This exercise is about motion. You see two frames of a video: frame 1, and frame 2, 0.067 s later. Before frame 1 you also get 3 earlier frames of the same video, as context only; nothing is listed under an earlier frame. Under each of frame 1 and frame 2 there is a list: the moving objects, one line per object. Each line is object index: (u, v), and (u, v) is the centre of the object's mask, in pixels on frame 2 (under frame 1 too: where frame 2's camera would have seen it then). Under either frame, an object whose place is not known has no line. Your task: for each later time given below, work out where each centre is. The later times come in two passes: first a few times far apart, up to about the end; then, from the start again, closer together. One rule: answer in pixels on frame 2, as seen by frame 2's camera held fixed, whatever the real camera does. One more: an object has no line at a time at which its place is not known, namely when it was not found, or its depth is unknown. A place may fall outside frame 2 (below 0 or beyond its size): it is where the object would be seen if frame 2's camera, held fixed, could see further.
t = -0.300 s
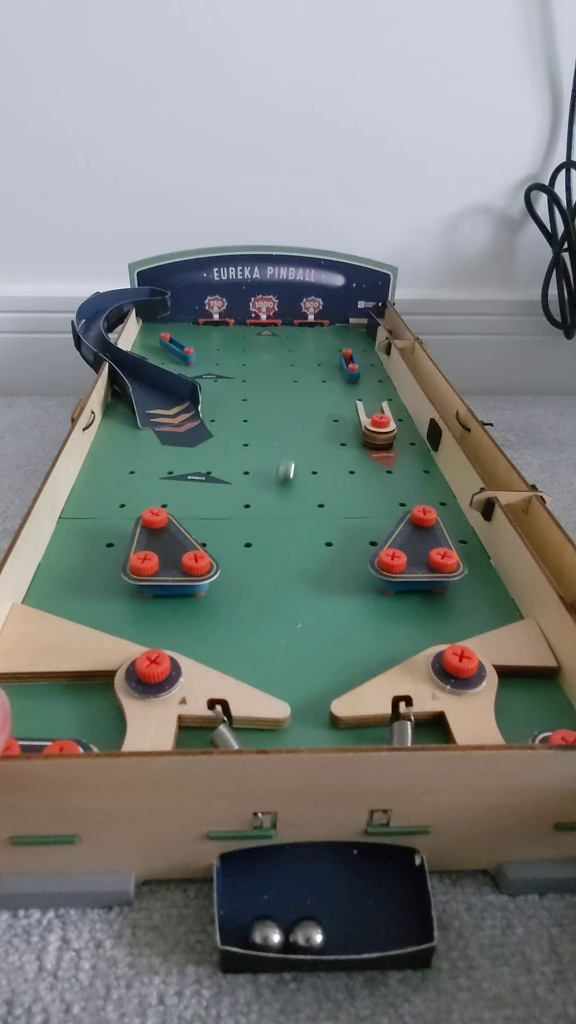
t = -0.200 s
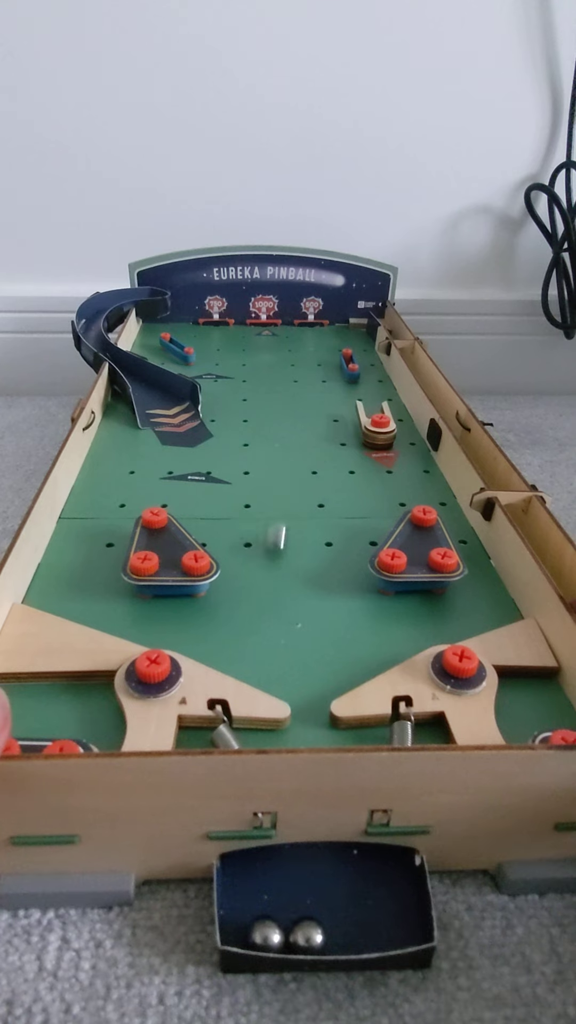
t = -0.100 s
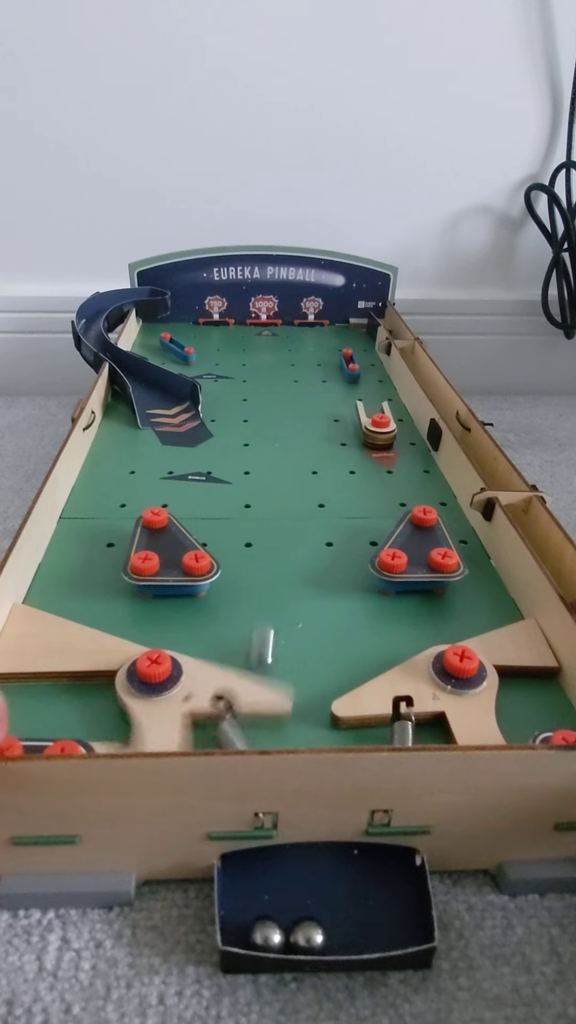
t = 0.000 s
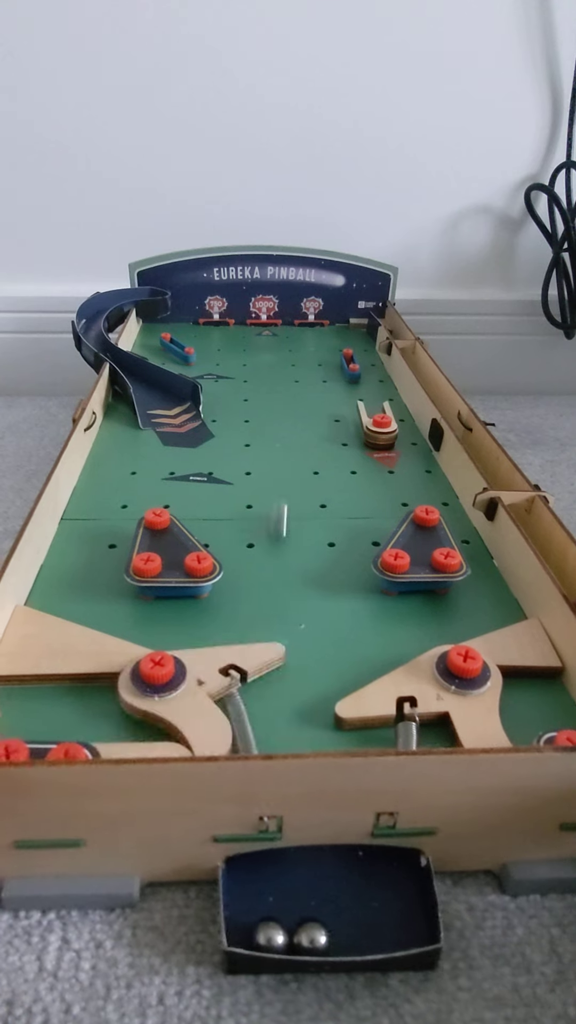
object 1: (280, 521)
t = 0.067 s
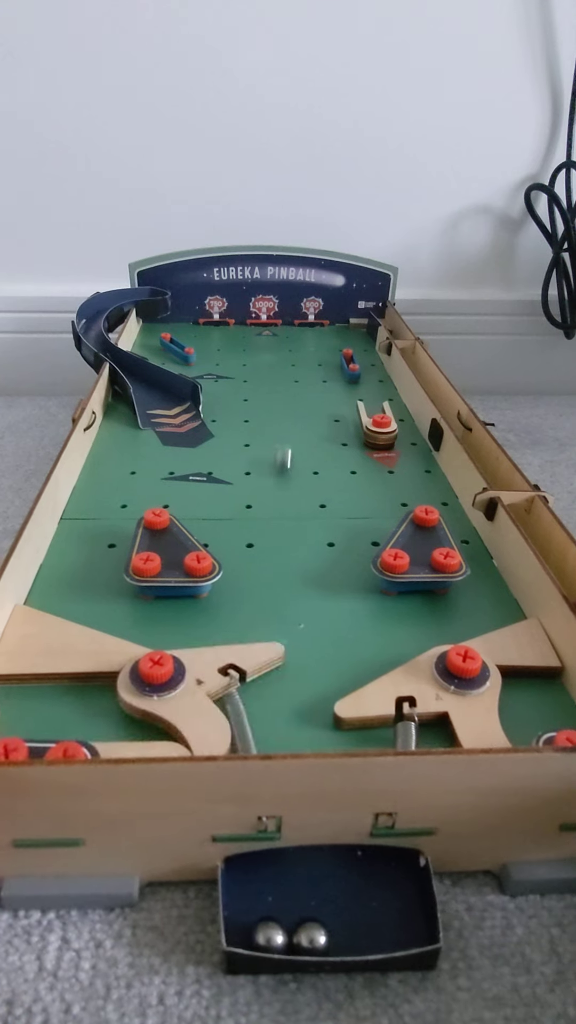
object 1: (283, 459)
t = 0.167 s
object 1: (290, 410)
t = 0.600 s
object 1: (309, 334)
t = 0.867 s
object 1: (323, 331)
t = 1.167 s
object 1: (354, 347)
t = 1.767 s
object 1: (385, 387)
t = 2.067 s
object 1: (410, 441)
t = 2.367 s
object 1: (497, 572)
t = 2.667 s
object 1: (424, 620)
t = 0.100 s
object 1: (286, 439)
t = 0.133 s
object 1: (288, 423)
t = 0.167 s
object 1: (290, 410)
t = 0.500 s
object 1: (305, 341)
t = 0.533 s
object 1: (306, 338)
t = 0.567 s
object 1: (308, 336)
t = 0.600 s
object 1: (309, 334)
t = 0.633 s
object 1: (311, 332)
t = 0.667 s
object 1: (313, 330)
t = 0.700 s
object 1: (314, 330)
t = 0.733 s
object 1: (316, 329)
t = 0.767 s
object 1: (317, 329)
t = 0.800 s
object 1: (318, 329)
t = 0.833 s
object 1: (321, 330)
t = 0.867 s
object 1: (323, 331)
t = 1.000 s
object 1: (333, 340)
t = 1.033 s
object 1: (336, 343)
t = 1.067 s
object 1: (339, 345)
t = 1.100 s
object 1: (341, 348)
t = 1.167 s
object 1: (354, 347)
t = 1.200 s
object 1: (359, 348)
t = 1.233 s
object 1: (363, 347)
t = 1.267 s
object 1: (368, 346)
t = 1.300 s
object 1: (370, 346)
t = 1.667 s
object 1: (378, 368)
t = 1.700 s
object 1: (380, 375)
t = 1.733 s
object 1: (382, 380)
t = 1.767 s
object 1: (385, 387)
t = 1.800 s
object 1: (387, 393)
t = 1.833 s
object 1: (392, 401)
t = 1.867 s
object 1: (403, 409)
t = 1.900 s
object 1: (402, 411)
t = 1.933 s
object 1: (402, 415)
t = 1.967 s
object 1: (403, 419)
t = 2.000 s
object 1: (405, 426)
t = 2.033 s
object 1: (408, 433)
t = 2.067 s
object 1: (410, 441)
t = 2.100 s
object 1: (414, 448)
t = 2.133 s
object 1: (416, 459)
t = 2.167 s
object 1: (420, 471)
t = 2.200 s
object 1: (425, 482)
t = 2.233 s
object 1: (431, 497)
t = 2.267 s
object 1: (442, 511)
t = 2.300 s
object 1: (456, 531)
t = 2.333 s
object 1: (472, 549)
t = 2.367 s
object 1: (497, 572)
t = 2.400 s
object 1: (508, 593)
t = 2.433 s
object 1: (511, 607)
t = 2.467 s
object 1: (494, 601)
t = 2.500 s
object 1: (479, 601)
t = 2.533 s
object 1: (467, 602)
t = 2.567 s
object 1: (456, 604)
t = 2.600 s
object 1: (445, 608)
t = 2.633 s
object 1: (434, 612)
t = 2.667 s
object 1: (424, 620)
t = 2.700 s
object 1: (413, 629)
